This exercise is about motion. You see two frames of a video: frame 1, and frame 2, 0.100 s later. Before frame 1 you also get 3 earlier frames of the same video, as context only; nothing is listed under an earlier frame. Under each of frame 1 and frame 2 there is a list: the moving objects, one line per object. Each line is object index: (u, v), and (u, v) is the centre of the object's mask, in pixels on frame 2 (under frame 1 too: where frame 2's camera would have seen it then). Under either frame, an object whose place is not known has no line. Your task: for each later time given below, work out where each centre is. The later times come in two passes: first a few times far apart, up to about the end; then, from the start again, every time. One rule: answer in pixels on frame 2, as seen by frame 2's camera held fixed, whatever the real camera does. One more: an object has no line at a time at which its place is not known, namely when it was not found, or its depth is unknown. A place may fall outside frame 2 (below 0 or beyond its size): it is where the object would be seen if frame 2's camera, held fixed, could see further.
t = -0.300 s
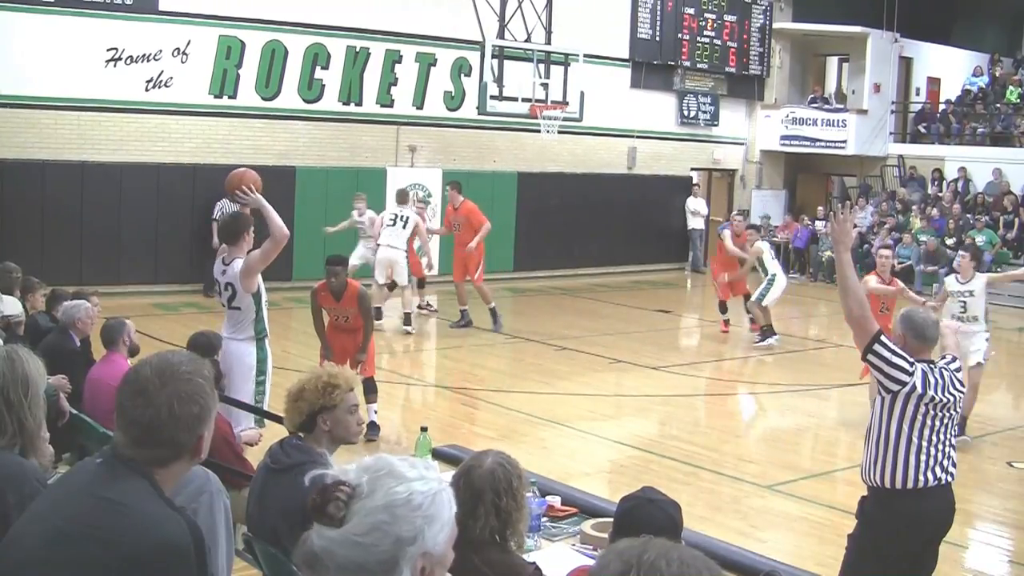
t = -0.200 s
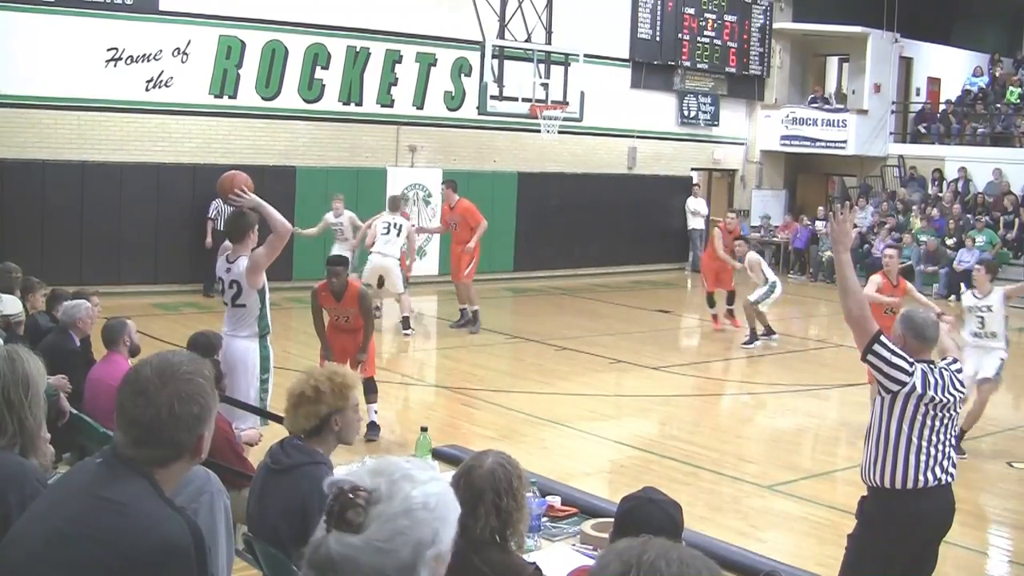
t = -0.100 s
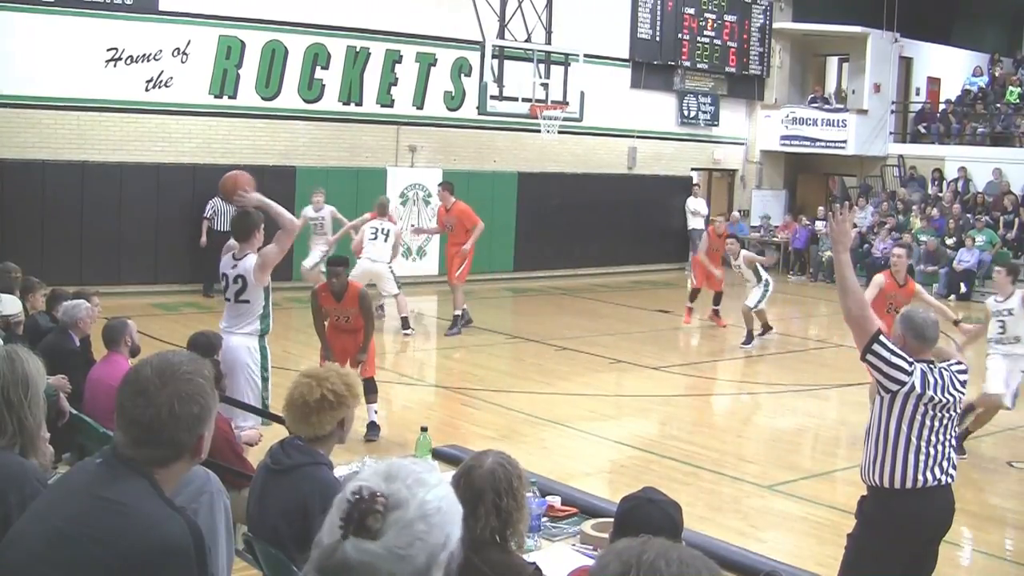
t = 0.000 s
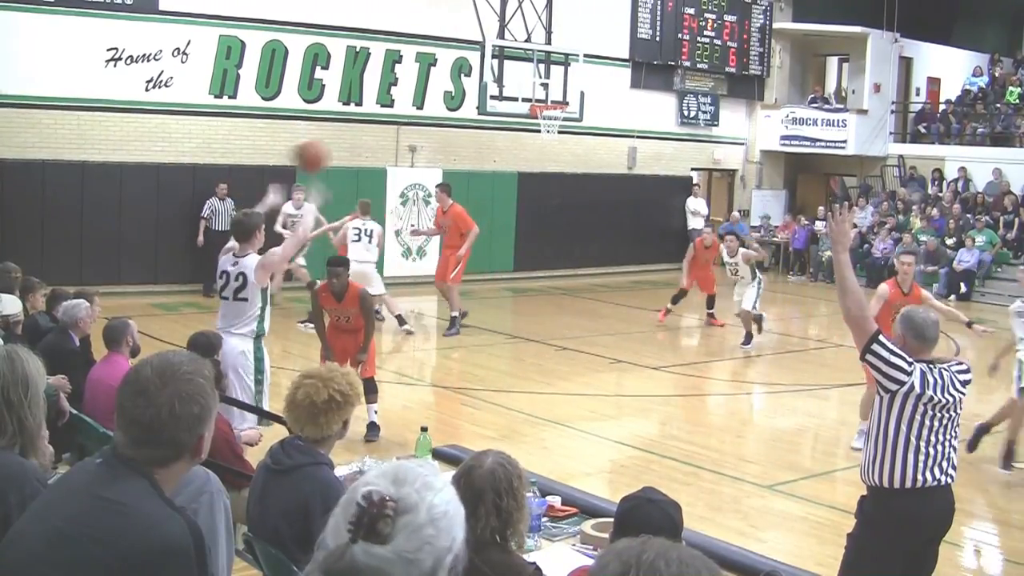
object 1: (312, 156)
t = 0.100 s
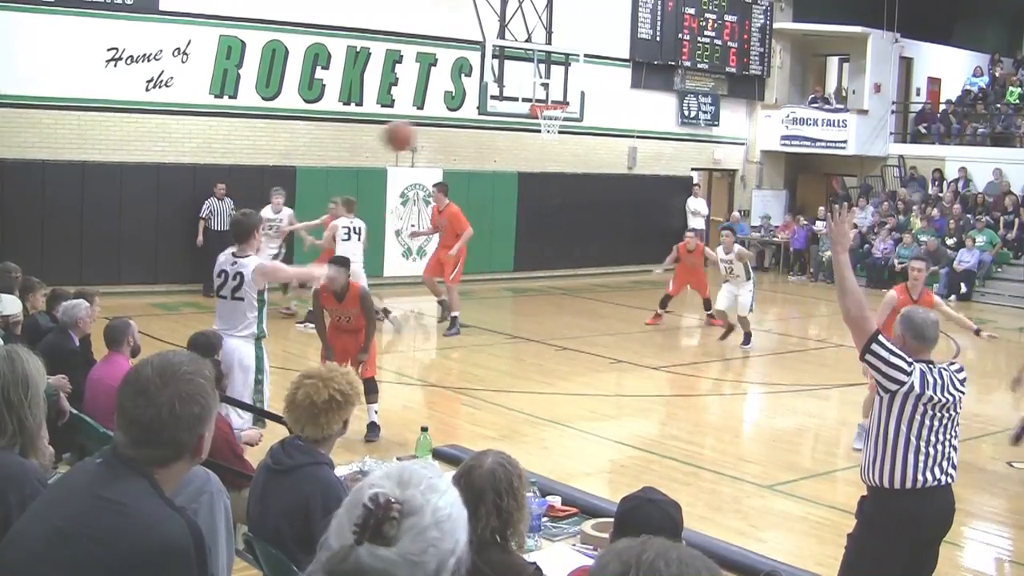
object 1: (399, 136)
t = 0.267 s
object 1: (515, 136)
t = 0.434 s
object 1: (602, 164)
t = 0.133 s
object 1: (425, 133)
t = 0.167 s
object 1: (449, 132)
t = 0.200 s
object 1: (472, 132)
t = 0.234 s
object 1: (495, 134)
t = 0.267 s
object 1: (515, 136)
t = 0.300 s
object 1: (534, 140)
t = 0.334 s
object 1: (552, 144)
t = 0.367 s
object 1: (570, 149)
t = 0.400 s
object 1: (587, 156)
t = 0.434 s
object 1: (602, 164)
